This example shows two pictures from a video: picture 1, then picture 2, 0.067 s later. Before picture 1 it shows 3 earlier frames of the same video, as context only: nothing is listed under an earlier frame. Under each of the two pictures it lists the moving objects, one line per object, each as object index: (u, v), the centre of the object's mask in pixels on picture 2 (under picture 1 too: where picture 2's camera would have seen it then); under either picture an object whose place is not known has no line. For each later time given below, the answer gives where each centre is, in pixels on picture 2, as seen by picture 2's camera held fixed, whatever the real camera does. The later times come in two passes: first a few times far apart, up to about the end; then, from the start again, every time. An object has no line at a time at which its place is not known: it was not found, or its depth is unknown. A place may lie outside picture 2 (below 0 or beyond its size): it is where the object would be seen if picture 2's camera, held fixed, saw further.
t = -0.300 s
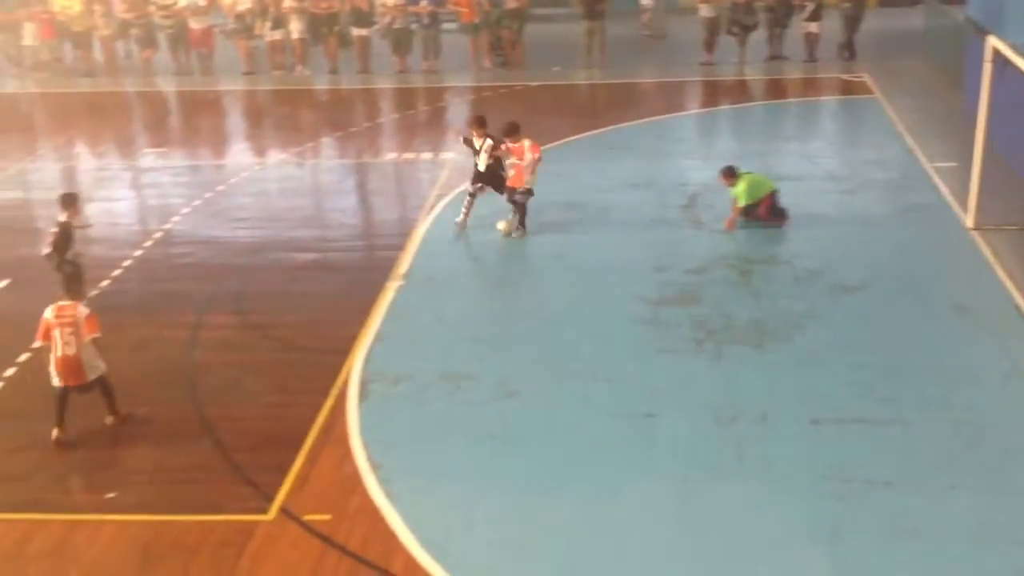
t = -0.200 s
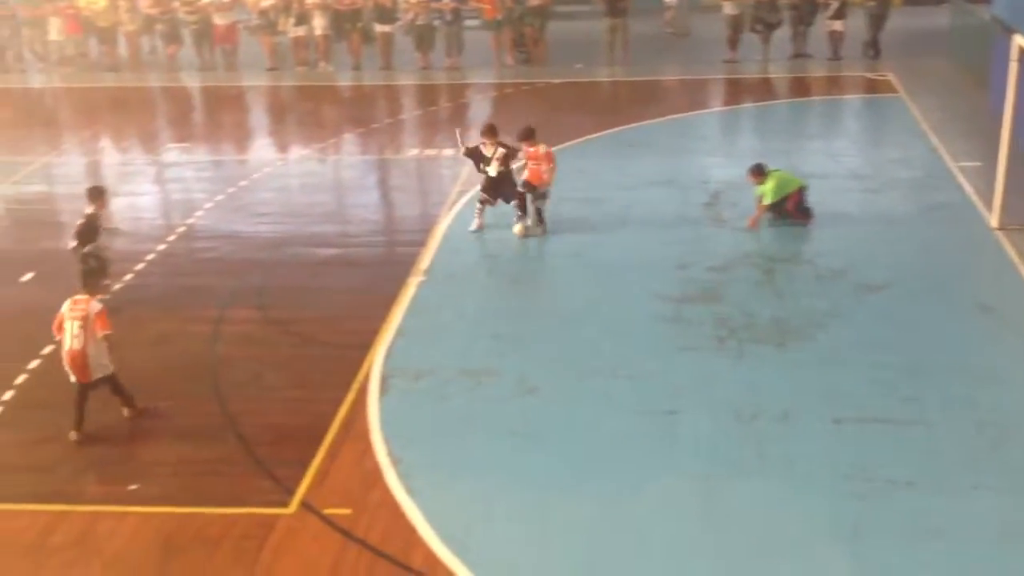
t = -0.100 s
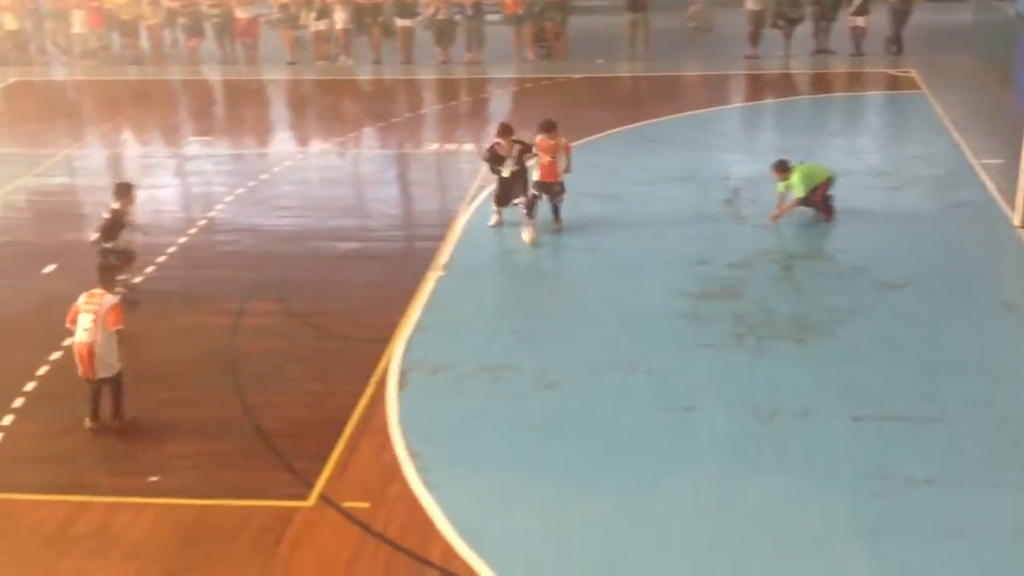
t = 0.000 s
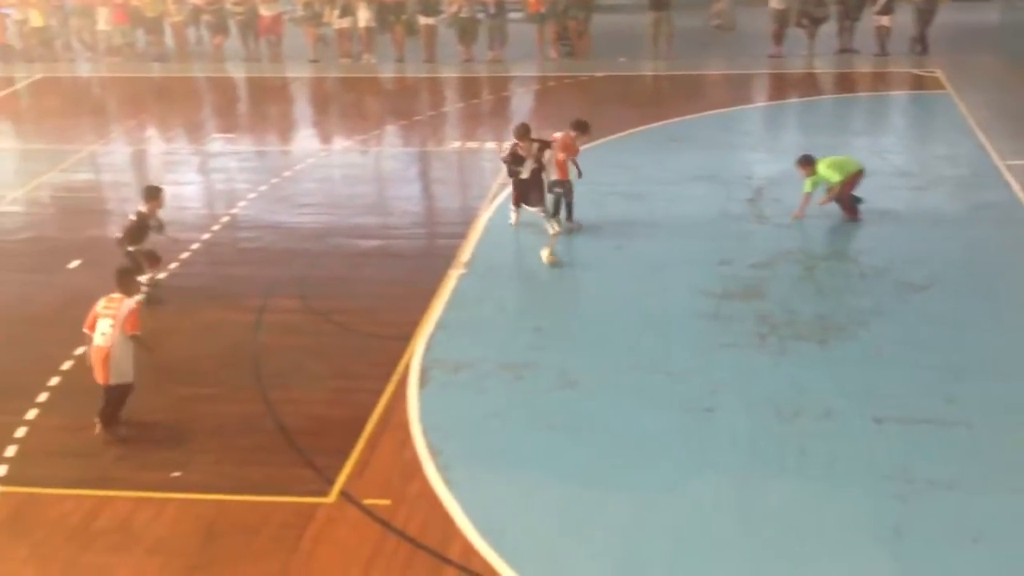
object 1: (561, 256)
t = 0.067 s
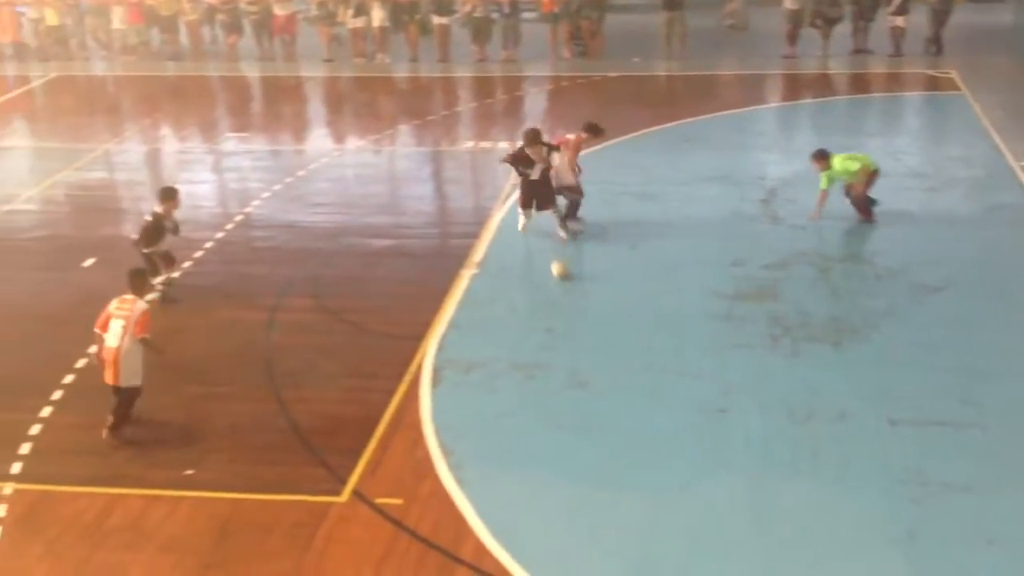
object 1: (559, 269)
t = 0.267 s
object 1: (552, 307)
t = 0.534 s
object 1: (540, 357)
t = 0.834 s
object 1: (522, 417)
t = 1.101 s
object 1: (502, 480)
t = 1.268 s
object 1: (489, 523)
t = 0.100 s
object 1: (558, 276)
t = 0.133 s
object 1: (557, 282)
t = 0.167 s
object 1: (555, 289)
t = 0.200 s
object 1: (554, 295)
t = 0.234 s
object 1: (553, 301)
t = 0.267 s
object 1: (552, 307)
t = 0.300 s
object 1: (551, 315)
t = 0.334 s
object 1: (549, 321)
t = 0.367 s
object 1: (547, 326)
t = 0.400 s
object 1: (545, 332)
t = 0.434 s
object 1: (544, 339)
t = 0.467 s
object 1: (543, 344)
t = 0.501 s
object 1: (541, 349)
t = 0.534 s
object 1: (540, 357)
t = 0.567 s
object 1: (538, 362)
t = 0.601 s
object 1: (536, 368)
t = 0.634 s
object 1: (534, 375)
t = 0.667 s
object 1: (532, 383)
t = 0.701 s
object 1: (530, 390)
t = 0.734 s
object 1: (528, 396)
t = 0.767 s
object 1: (526, 403)
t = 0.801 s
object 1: (524, 411)
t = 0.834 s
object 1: (522, 417)
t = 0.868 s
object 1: (520, 423)
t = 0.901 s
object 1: (517, 431)
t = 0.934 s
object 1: (516, 439)
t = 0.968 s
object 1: (512, 447)
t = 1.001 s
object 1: (510, 453)
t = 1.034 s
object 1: (508, 462)
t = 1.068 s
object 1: (505, 472)
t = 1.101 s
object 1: (502, 480)
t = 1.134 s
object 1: (499, 487)
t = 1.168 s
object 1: (496, 497)
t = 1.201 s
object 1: (494, 506)
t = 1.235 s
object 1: (491, 516)
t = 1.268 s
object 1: (489, 523)
